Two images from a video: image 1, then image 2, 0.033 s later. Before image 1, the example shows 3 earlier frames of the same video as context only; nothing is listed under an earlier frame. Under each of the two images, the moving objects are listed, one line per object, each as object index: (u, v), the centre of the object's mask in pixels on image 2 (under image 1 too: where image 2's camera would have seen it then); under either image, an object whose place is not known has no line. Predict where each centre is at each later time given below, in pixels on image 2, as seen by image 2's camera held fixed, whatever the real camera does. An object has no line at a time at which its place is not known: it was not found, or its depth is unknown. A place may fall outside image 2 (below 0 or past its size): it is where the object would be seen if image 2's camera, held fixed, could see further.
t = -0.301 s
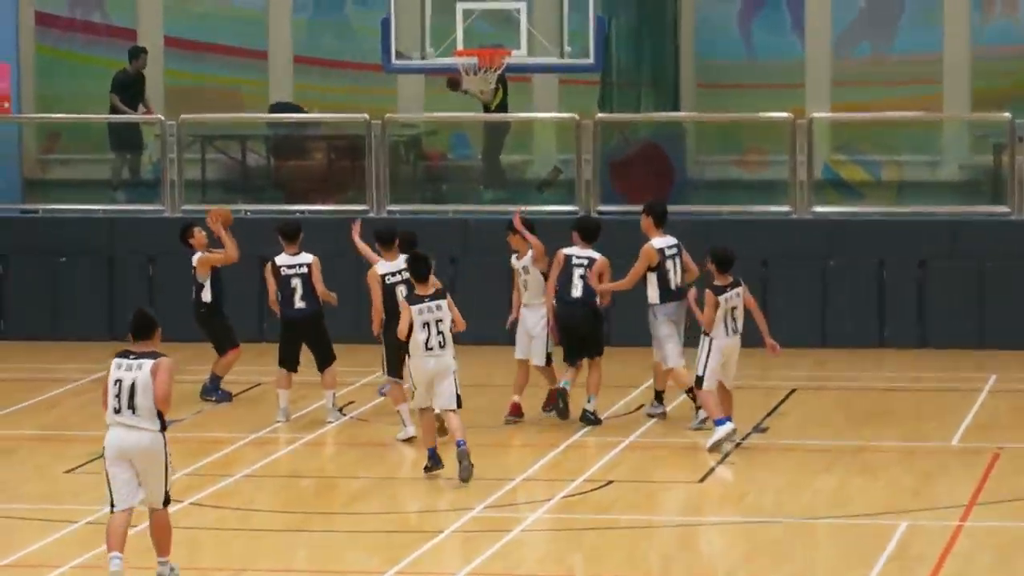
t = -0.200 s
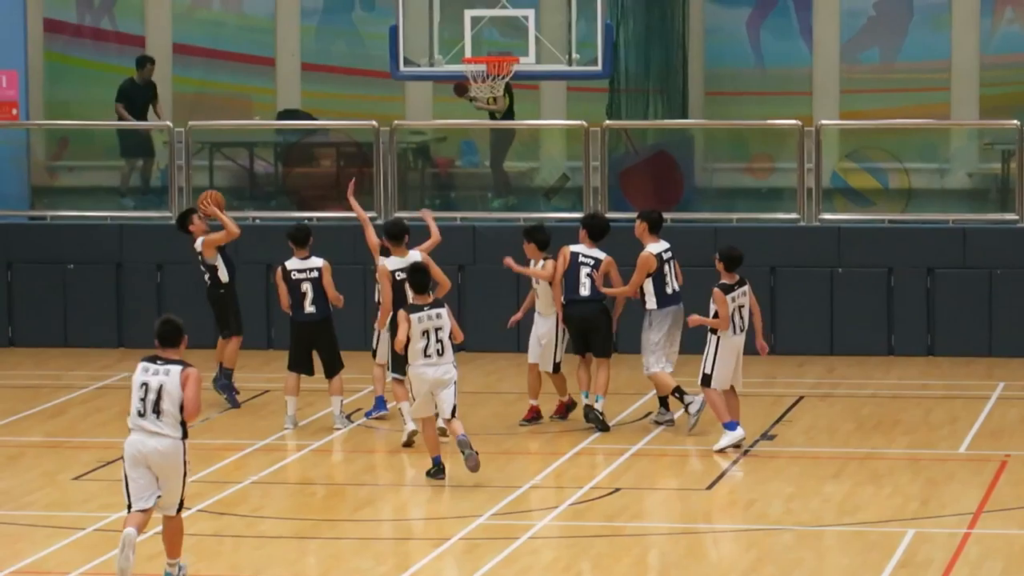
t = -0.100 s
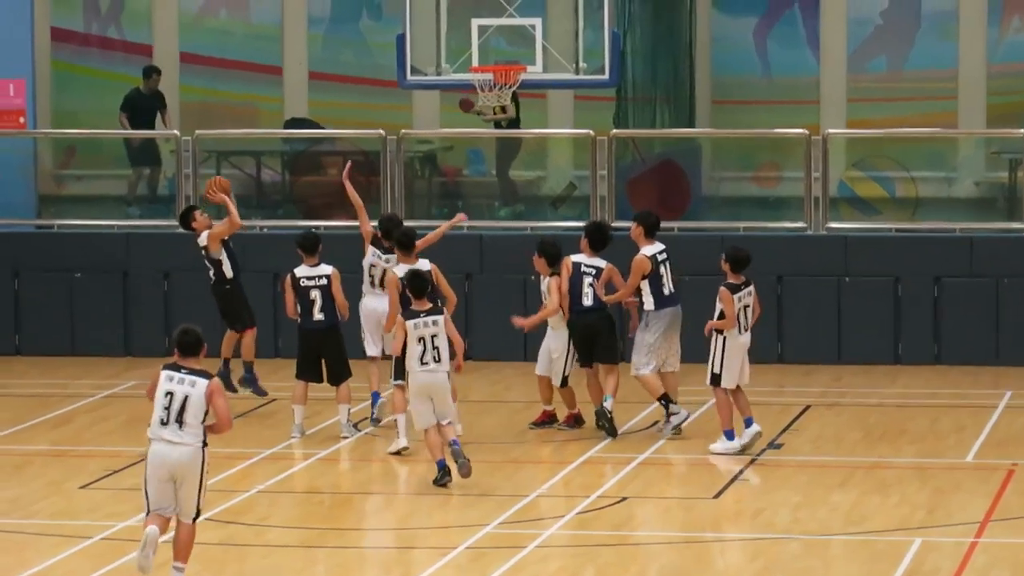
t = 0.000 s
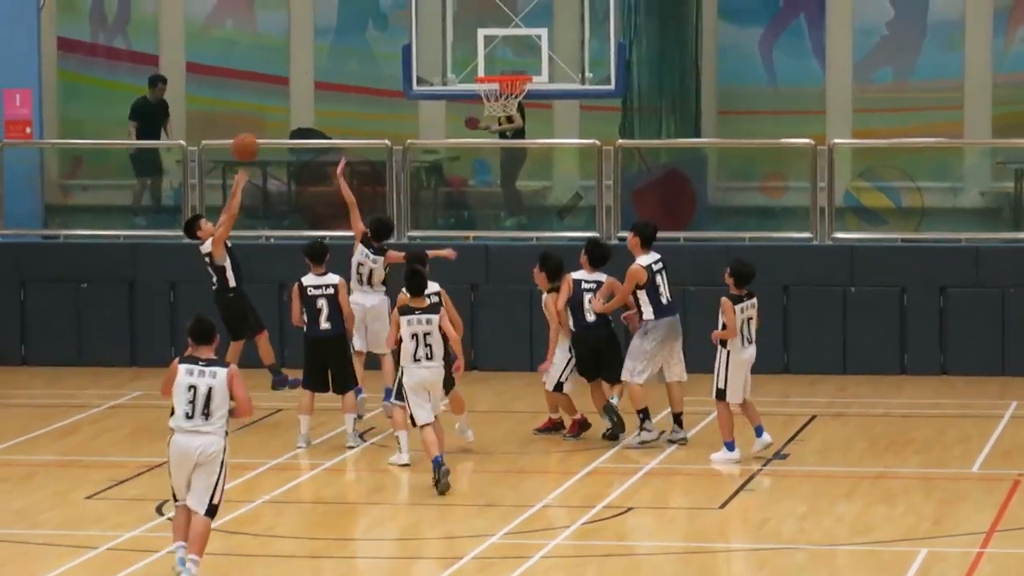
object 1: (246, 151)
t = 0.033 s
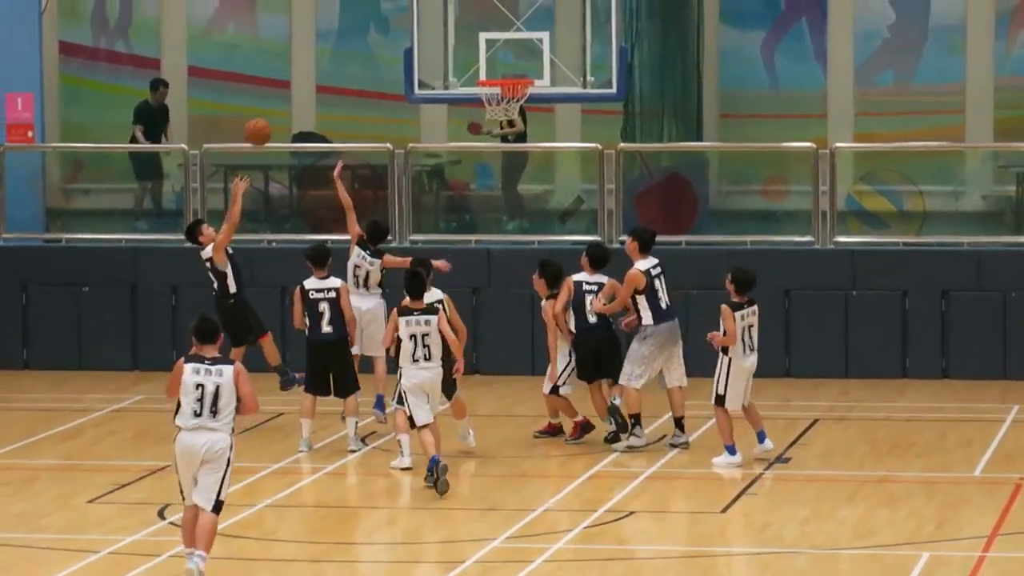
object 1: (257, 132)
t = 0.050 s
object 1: (263, 124)
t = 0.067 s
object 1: (268, 115)
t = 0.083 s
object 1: (273, 106)
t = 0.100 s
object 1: (279, 99)
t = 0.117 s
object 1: (284, 91)
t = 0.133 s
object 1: (289, 84)
